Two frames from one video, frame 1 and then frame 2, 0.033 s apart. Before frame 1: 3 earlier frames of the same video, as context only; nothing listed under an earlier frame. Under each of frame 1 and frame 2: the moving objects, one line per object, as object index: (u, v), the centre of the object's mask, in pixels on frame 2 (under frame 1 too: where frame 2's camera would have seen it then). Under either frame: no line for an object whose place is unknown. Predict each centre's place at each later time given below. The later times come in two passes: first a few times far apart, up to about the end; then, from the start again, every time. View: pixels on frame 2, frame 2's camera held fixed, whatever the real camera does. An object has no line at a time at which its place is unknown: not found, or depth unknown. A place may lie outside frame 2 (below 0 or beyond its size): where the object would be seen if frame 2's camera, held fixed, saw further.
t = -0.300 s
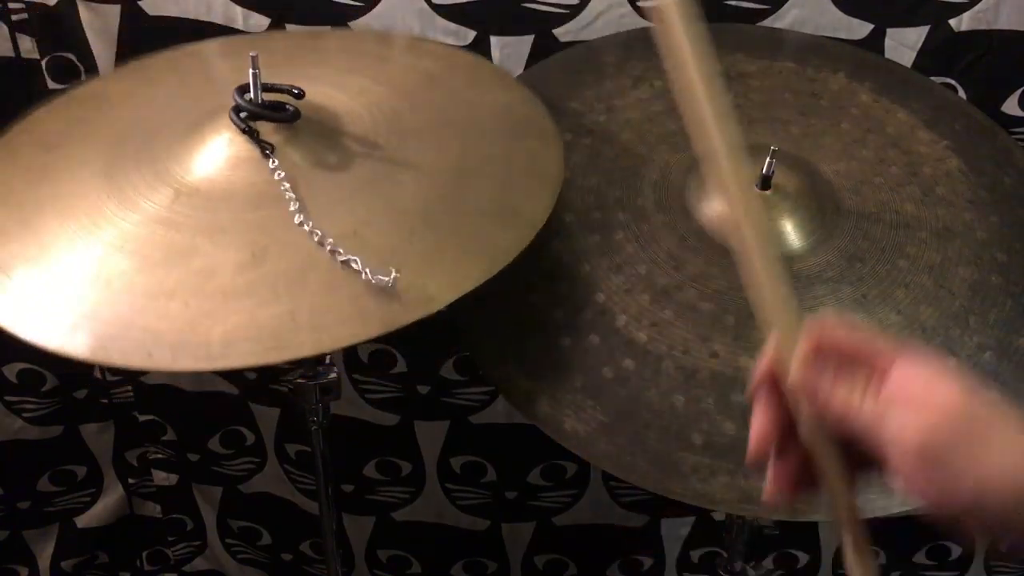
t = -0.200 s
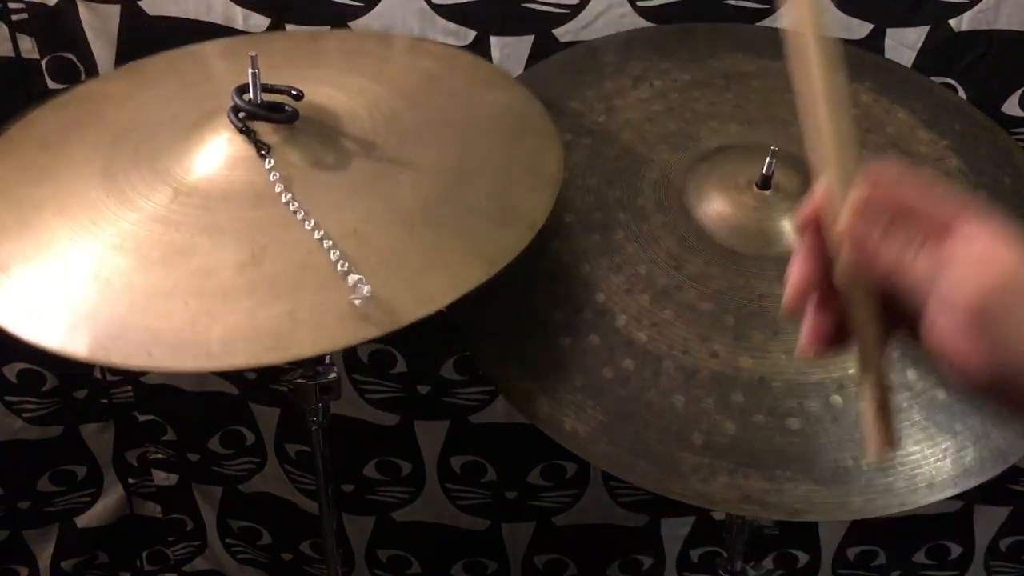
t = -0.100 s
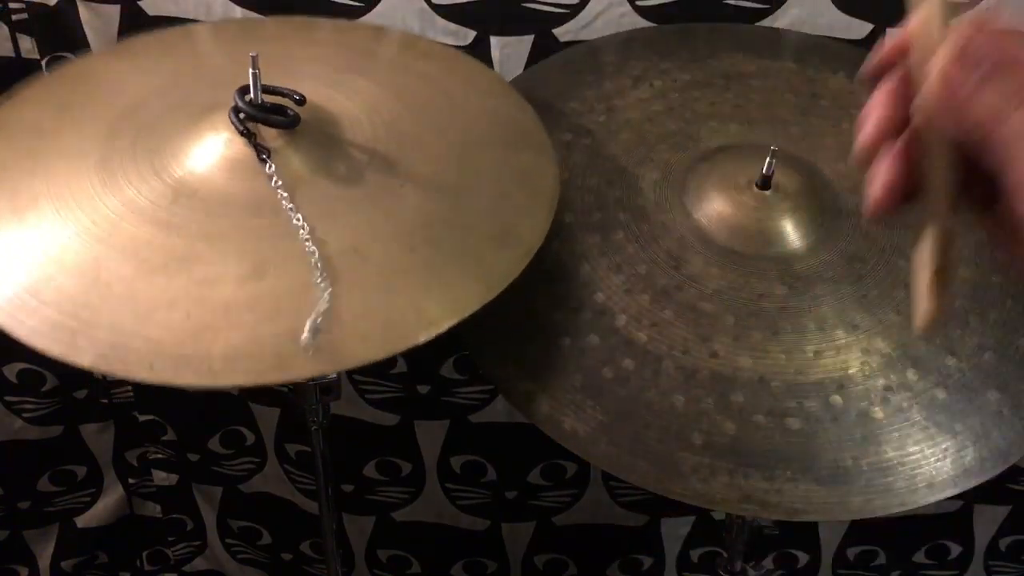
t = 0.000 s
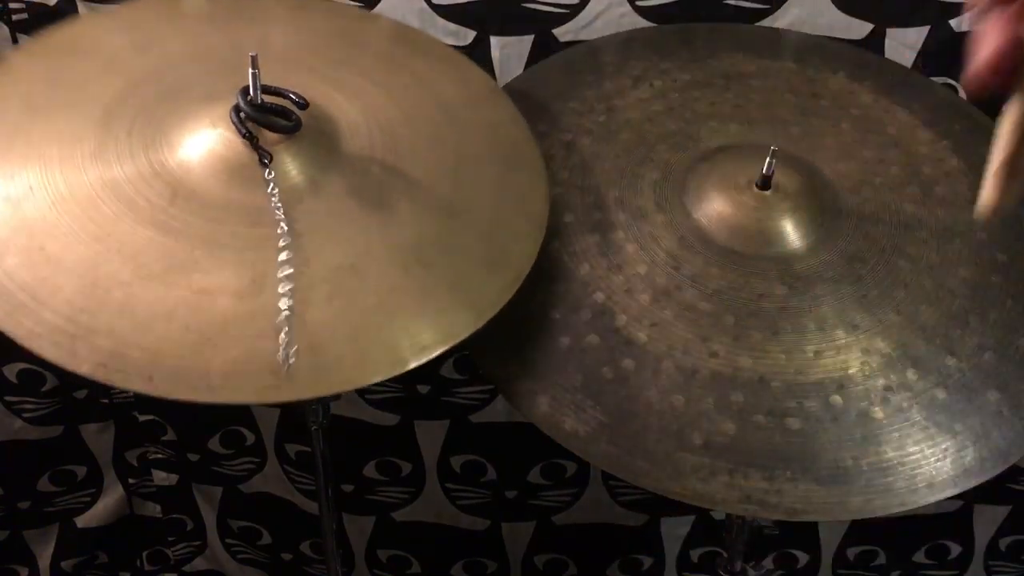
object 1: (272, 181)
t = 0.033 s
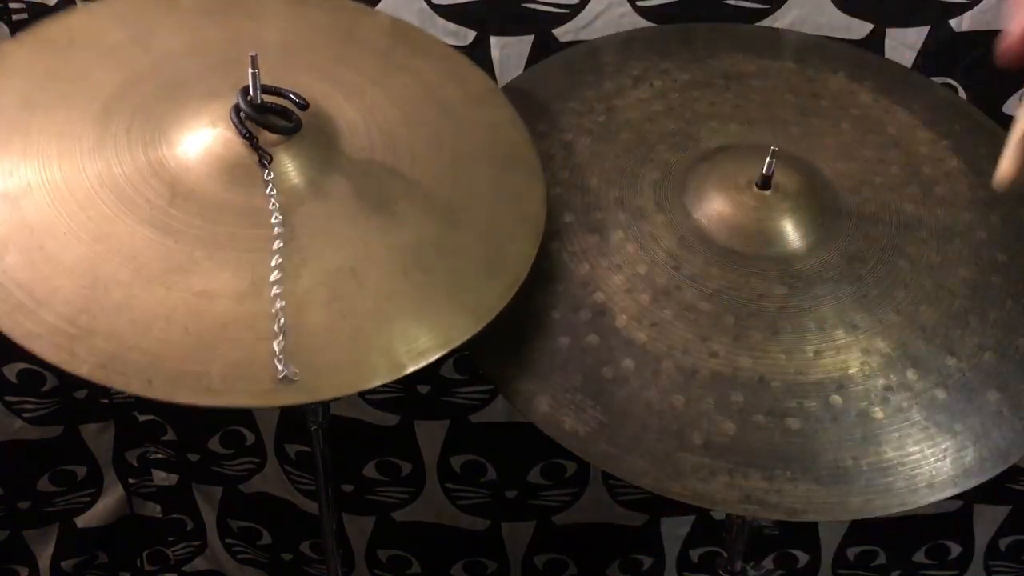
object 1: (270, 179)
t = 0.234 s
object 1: (270, 176)
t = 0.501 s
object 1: (273, 167)
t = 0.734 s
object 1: (276, 173)
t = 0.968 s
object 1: (279, 171)
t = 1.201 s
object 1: (280, 170)
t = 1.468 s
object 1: (281, 171)
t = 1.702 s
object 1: (281, 172)
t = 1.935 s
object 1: (281, 172)
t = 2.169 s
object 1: (282, 171)
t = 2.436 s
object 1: (281, 172)
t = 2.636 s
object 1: (282, 173)
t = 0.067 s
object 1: (269, 175)
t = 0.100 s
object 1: (267, 169)
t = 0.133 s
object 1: (267, 171)
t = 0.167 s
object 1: (268, 174)
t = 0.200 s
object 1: (270, 175)
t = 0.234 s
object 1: (270, 176)
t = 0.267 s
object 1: (272, 173)
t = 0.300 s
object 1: (274, 172)
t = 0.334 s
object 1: (274, 169)
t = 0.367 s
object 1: (275, 173)
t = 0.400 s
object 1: (273, 166)
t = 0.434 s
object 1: (273, 163)
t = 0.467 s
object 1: (273, 167)
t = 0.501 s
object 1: (273, 167)
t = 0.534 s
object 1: (274, 168)
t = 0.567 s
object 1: (275, 168)
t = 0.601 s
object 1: (277, 179)
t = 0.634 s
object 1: (276, 178)
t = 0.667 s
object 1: (275, 175)
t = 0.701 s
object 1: (276, 175)
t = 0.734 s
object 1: (276, 173)
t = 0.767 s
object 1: (276, 172)
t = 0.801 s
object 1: (277, 174)
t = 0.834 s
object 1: (277, 176)
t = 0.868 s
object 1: (279, 177)
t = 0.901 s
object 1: (279, 174)
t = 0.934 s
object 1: (279, 171)
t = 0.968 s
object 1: (279, 171)
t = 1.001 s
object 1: (279, 168)
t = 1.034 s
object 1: (279, 167)
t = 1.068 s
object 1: (280, 168)
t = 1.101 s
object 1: (280, 169)
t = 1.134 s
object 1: (279, 166)
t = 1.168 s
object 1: (280, 168)
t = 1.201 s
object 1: (280, 170)
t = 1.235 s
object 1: (280, 170)
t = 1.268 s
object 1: (280, 171)
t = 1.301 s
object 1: (280, 173)
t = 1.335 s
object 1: (280, 172)
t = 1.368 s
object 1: (280, 176)
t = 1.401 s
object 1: (280, 174)
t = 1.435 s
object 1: (280, 172)
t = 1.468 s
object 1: (281, 171)
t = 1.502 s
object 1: (281, 172)
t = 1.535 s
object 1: (281, 171)
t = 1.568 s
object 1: (281, 171)
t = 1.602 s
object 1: (281, 171)
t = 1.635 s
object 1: (281, 172)
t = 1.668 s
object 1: (281, 171)
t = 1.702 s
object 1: (281, 172)
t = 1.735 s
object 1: (281, 172)
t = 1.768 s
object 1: (281, 171)
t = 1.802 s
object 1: (281, 172)
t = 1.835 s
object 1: (281, 171)
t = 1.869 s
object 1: (281, 171)
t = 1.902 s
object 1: (281, 172)
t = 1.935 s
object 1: (281, 172)
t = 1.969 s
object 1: (281, 170)
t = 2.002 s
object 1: (282, 171)
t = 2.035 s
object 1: (282, 172)
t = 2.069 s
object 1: (282, 172)
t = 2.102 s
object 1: (282, 173)
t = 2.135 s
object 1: (282, 172)
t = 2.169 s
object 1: (282, 171)
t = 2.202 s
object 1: (282, 171)
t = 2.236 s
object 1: (282, 175)
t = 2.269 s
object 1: (282, 172)
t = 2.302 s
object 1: (282, 173)
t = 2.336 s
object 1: (282, 173)
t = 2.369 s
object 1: (281, 172)
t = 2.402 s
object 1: (282, 173)
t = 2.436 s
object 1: (281, 172)
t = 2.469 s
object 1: (281, 172)
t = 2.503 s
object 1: (282, 173)
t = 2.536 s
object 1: (282, 172)
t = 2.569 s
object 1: (282, 173)
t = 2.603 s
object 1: (282, 173)
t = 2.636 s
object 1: (282, 173)
